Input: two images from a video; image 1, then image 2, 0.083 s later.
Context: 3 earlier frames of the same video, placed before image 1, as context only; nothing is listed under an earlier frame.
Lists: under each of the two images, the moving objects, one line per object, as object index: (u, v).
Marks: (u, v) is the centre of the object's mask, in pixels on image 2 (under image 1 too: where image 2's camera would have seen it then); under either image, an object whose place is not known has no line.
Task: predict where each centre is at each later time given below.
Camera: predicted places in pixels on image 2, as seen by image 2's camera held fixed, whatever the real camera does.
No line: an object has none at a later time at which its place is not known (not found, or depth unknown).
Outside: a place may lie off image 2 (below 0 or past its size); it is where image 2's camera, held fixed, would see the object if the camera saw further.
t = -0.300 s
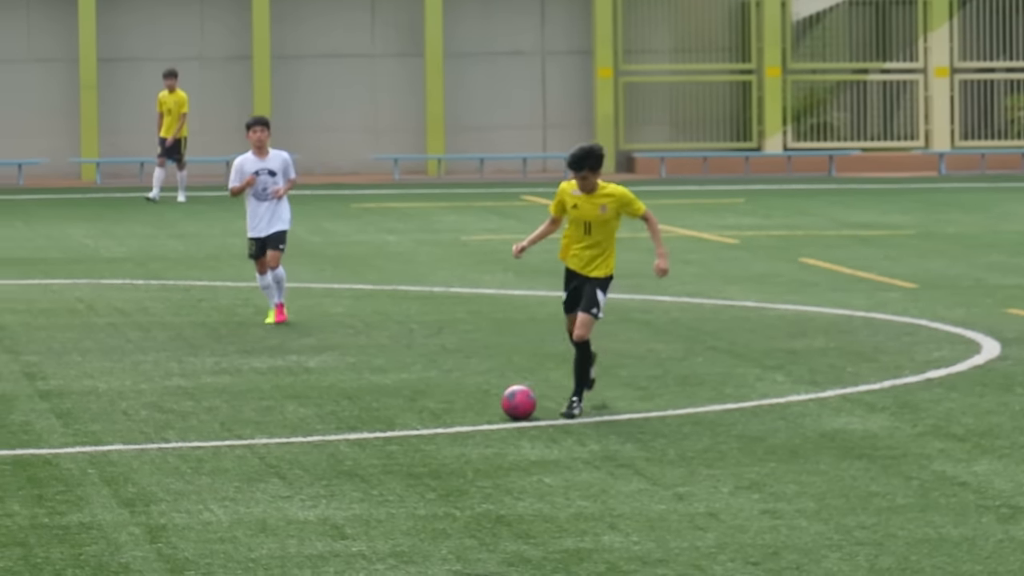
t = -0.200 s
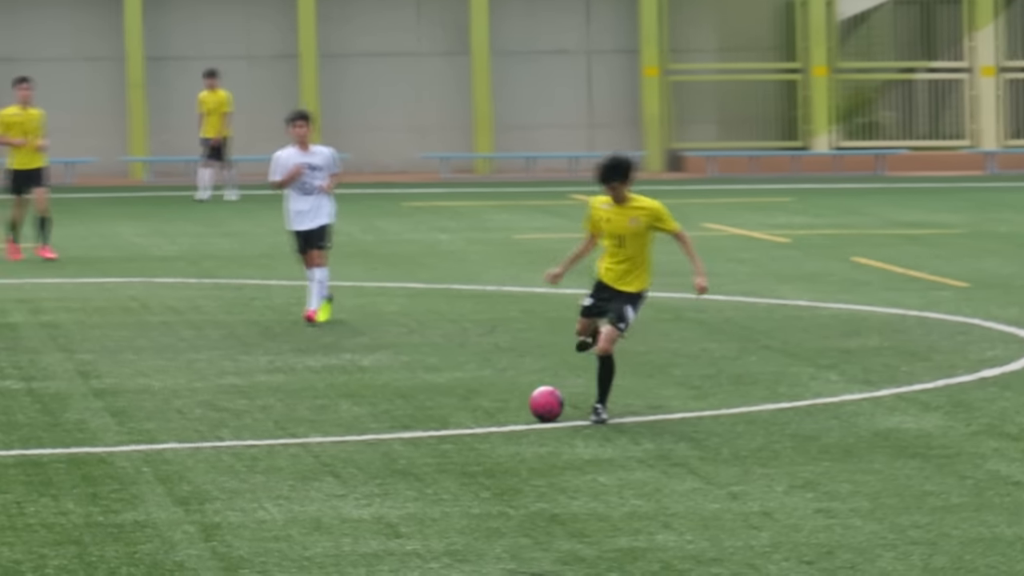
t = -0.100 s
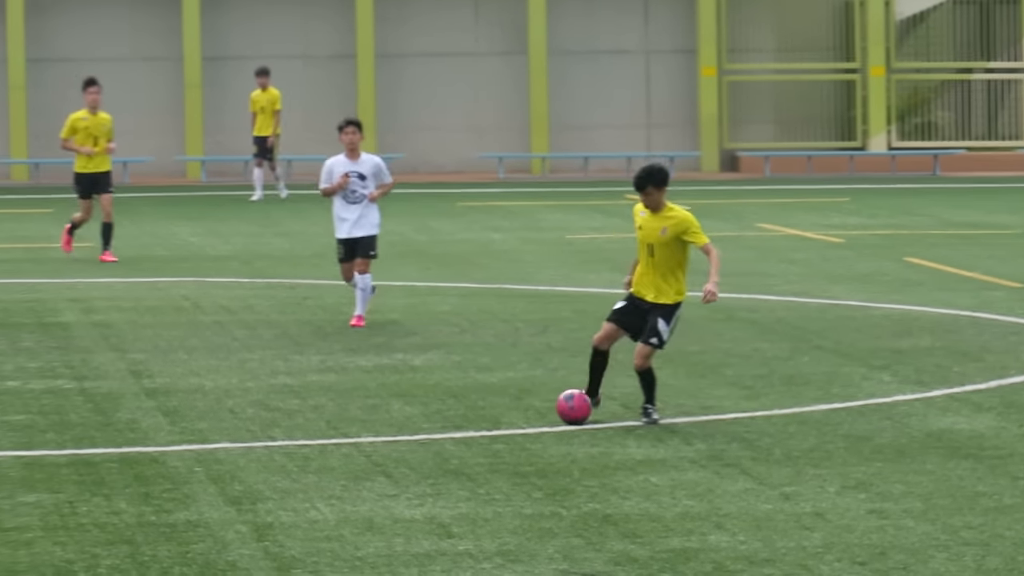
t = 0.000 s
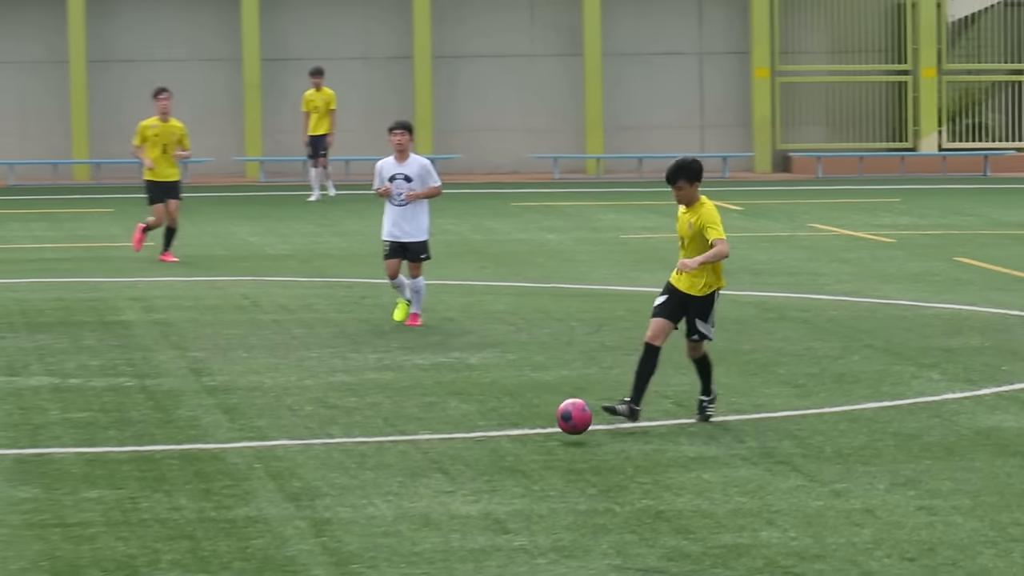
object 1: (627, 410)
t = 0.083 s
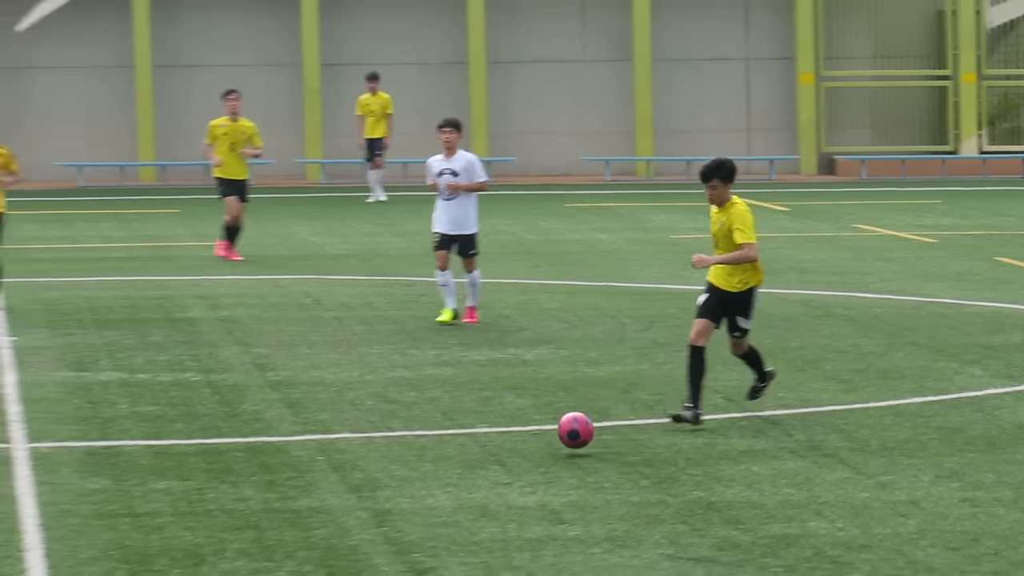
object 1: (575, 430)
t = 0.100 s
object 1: (565, 435)
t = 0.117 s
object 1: (554, 441)
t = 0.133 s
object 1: (543, 447)
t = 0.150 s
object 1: (531, 453)
